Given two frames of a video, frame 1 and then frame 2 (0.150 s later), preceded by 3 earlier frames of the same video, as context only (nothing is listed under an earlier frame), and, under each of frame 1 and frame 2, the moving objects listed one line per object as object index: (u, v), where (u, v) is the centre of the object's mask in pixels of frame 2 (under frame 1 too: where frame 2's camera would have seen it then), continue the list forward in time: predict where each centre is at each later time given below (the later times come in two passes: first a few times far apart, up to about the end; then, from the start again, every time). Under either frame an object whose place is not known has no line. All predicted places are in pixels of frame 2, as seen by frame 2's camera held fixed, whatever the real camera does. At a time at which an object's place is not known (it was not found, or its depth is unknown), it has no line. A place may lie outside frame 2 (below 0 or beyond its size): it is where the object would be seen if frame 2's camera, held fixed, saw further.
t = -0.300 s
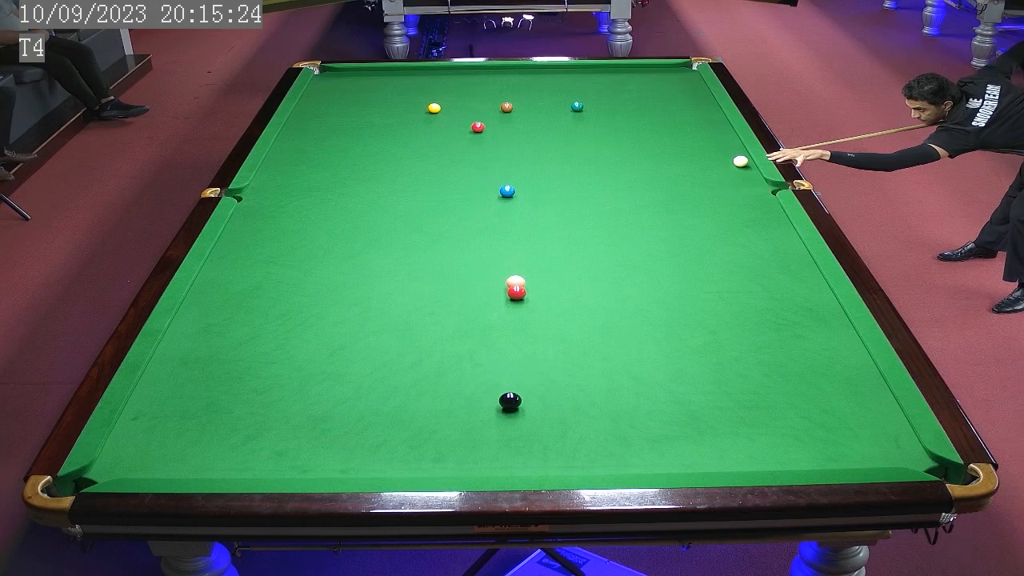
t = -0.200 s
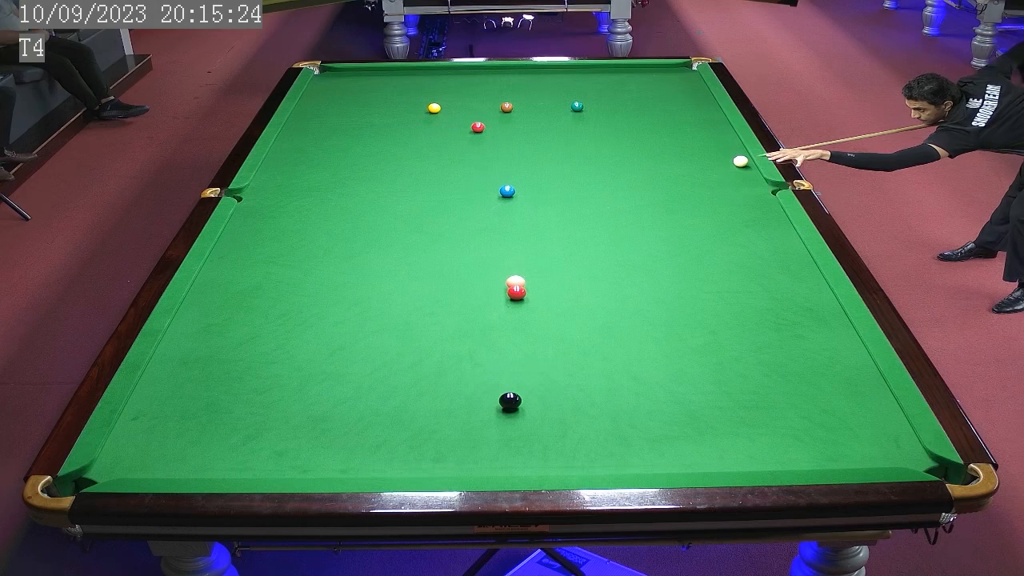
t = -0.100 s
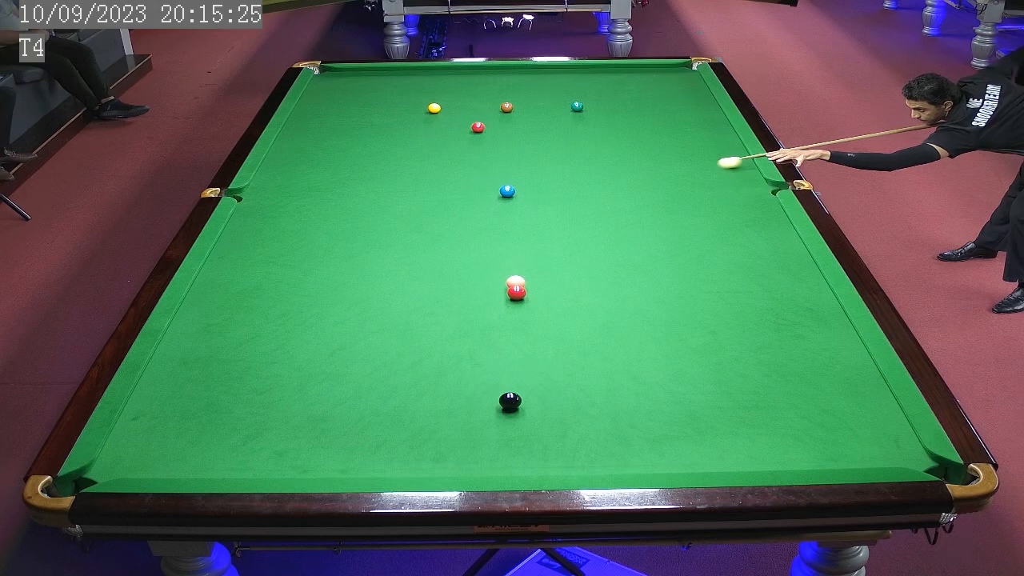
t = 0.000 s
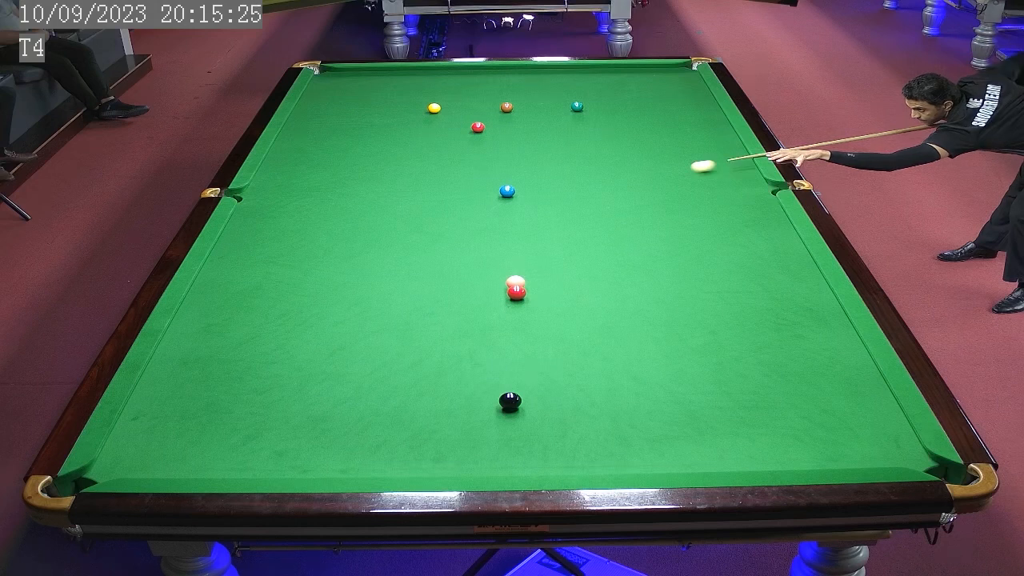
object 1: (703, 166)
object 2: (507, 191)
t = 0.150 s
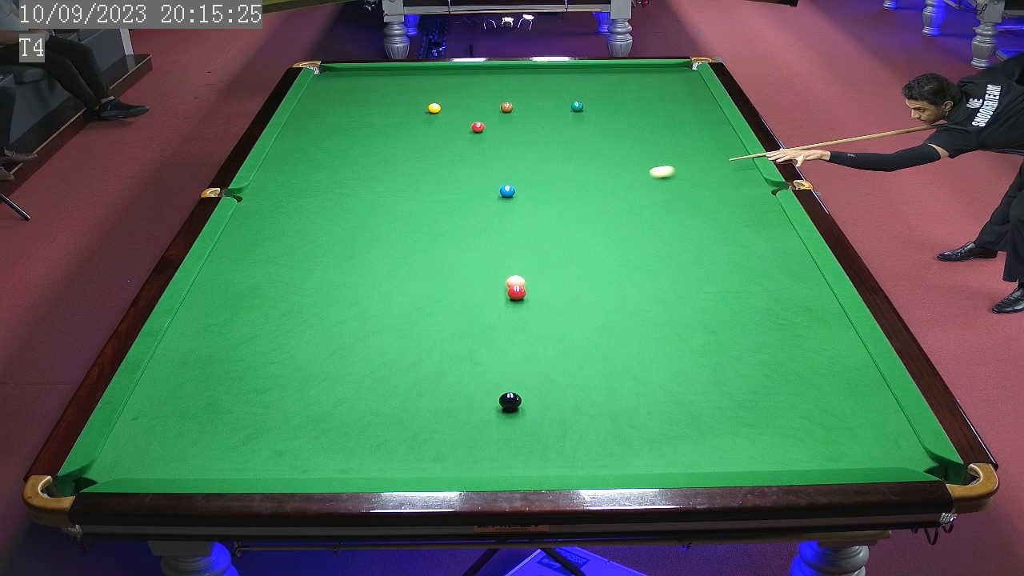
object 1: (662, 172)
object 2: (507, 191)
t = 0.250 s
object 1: (634, 175)
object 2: (507, 191)
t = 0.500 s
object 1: (563, 185)
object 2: (507, 191)
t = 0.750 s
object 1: (518, 195)
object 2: (481, 191)
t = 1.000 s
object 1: (498, 205)
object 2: (433, 191)
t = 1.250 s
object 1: (478, 215)
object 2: (389, 191)
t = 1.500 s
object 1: (458, 225)
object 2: (346, 191)
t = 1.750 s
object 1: (438, 235)
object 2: (305, 192)
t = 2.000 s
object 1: (418, 245)
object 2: (266, 192)
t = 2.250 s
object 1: (399, 254)
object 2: (234, 195)
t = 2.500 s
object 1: (380, 264)
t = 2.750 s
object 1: (361, 273)
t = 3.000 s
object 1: (342, 282)
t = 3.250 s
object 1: (325, 291)
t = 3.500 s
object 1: (308, 299)
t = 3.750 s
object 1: (291, 307)
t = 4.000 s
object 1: (276, 314)
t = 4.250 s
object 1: (262, 321)
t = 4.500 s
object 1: (249, 327)
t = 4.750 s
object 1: (237, 333)
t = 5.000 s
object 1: (227, 338)
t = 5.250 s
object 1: (218, 343)
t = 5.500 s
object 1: (210, 347)
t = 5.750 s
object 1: (204, 350)
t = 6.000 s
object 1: (199, 352)
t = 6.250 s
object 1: (197, 353)
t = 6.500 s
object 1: (196, 354)
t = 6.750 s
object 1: (196, 354)
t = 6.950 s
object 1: (196, 354)
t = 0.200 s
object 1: (648, 173)
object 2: (507, 191)
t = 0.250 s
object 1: (634, 175)
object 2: (507, 191)
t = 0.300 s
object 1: (620, 177)
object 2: (507, 191)
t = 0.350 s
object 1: (605, 179)
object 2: (507, 191)
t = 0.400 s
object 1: (591, 181)
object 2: (507, 191)
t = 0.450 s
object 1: (578, 183)
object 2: (507, 191)
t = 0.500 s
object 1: (563, 185)
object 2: (507, 191)
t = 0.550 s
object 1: (549, 187)
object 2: (507, 191)
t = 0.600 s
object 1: (535, 189)
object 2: (507, 191)
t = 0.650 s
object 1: (523, 191)
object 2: (504, 191)
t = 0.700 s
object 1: (521, 193)
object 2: (492, 191)
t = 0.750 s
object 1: (518, 195)
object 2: (481, 191)
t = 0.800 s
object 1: (515, 197)
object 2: (470, 191)
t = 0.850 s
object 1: (510, 199)
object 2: (461, 191)
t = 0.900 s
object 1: (506, 201)
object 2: (451, 191)
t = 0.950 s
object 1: (502, 203)
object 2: (443, 191)
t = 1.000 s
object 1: (498, 205)
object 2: (433, 191)
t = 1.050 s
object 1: (494, 207)
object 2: (424, 191)
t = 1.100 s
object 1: (490, 209)
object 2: (415, 191)
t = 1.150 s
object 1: (486, 211)
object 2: (406, 191)
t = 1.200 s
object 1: (482, 213)
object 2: (398, 191)
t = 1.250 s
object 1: (478, 215)
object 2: (389, 191)
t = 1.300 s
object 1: (474, 217)
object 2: (380, 191)
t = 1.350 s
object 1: (470, 219)
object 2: (372, 191)
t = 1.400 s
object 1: (466, 221)
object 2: (363, 191)
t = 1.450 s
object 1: (462, 223)
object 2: (355, 192)
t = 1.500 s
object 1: (458, 225)
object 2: (346, 191)
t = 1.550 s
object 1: (454, 227)
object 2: (338, 192)
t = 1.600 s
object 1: (450, 229)
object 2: (330, 192)
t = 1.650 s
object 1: (446, 231)
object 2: (322, 192)
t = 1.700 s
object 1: (442, 233)
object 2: (313, 192)
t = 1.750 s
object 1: (438, 235)
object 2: (305, 192)
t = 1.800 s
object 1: (434, 237)
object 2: (297, 192)
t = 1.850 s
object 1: (430, 238)
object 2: (289, 192)
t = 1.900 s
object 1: (426, 240)
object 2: (282, 192)
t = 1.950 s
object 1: (422, 243)
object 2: (274, 192)
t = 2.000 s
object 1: (418, 245)
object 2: (266, 192)
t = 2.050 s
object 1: (415, 246)
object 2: (259, 192)
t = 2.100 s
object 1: (410, 248)
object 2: (251, 192)
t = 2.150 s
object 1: (406, 250)
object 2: (244, 192)
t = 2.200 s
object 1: (403, 252)
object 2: (237, 193)
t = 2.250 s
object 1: (399, 254)
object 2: (234, 195)
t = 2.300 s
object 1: (395, 256)
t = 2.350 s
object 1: (391, 258)
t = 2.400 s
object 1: (387, 260)
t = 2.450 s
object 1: (384, 262)
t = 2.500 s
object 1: (380, 264)
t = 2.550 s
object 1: (376, 266)
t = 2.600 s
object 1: (372, 267)
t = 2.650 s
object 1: (368, 269)
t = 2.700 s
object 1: (365, 271)
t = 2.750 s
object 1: (361, 273)
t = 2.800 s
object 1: (357, 275)
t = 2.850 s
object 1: (353, 277)
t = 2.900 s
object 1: (350, 278)
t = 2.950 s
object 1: (346, 280)
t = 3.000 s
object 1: (342, 282)
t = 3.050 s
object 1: (339, 284)
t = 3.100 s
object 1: (335, 286)
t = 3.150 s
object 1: (331, 287)
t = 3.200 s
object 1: (328, 289)
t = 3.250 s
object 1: (325, 291)
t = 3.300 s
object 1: (321, 292)
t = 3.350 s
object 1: (318, 294)
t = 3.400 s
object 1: (314, 296)
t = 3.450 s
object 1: (311, 297)
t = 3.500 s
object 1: (308, 299)
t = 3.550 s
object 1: (304, 301)
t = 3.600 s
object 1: (301, 302)
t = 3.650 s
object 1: (298, 304)
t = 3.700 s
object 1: (295, 306)
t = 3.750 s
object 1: (291, 307)
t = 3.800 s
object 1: (289, 308)
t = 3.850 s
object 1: (286, 310)
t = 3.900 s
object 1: (282, 311)
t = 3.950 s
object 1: (279, 313)
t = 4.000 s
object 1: (276, 314)
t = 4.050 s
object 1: (273, 316)
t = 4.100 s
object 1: (271, 317)
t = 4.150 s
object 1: (268, 319)
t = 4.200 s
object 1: (265, 320)
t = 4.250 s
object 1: (262, 321)
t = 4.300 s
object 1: (259, 323)
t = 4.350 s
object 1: (257, 324)
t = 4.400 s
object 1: (254, 325)
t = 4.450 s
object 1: (252, 326)
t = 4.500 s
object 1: (249, 327)
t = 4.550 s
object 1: (246, 329)
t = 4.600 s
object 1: (244, 330)
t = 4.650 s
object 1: (242, 331)
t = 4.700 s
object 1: (240, 332)
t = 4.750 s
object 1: (237, 333)
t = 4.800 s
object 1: (235, 334)
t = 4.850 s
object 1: (233, 335)
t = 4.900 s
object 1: (231, 336)
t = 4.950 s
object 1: (228, 338)
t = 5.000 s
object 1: (227, 338)
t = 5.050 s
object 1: (225, 339)
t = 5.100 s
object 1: (223, 340)
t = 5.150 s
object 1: (221, 341)
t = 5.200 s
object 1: (219, 342)
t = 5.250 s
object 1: (218, 343)
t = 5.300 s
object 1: (215, 344)
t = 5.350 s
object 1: (214, 345)
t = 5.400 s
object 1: (212, 346)
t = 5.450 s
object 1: (211, 346)
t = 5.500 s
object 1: (210, 347)
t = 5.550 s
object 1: (208, 347)
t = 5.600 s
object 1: (207, 348)
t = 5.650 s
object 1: (206, 348)
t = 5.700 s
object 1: (205, 349)
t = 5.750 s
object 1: (204, 350)
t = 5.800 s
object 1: (203, 350)
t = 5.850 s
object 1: (202, 350)
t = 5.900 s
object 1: (201, 351)
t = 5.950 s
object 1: (200, 351)
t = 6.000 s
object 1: (199, 352)
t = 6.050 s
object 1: (199, 352)
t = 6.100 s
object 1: (198, 352)
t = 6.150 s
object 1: (197, 353)
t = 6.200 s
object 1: (197, 353)
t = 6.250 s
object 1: (197, 353)
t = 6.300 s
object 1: (196, 354)
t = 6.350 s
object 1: (196, 354)
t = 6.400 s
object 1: (196, 354)
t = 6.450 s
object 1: (196, 354)
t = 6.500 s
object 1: (196, 354)
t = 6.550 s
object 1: (196, 354)
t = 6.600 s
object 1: (196, 354)
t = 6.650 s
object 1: (196, 354)
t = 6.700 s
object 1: (196, 354)
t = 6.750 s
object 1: (196, 354)
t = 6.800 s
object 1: (196, 354)
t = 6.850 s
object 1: (196, 354)
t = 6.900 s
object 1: (196, 354)
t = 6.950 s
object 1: (196, 354)
